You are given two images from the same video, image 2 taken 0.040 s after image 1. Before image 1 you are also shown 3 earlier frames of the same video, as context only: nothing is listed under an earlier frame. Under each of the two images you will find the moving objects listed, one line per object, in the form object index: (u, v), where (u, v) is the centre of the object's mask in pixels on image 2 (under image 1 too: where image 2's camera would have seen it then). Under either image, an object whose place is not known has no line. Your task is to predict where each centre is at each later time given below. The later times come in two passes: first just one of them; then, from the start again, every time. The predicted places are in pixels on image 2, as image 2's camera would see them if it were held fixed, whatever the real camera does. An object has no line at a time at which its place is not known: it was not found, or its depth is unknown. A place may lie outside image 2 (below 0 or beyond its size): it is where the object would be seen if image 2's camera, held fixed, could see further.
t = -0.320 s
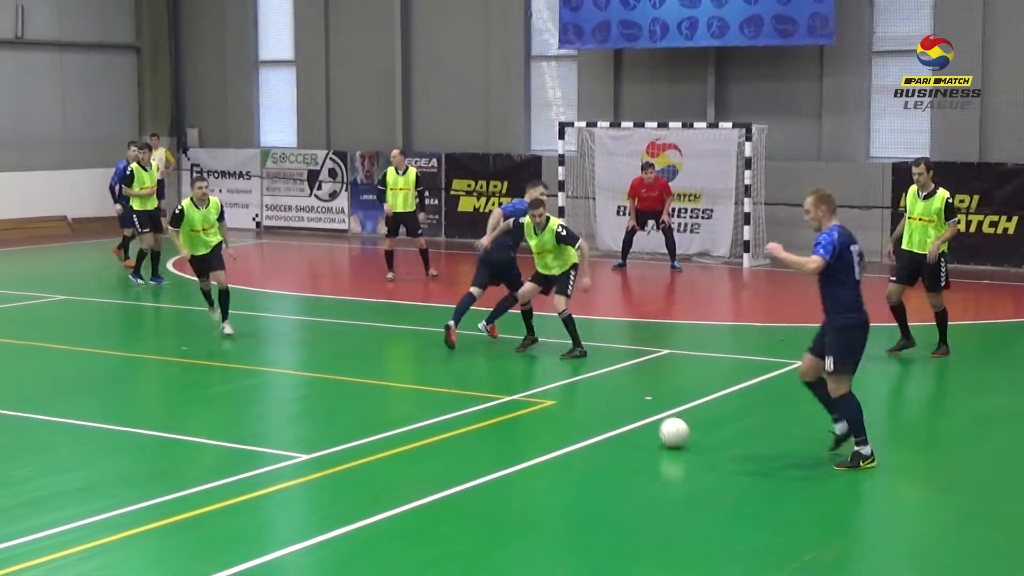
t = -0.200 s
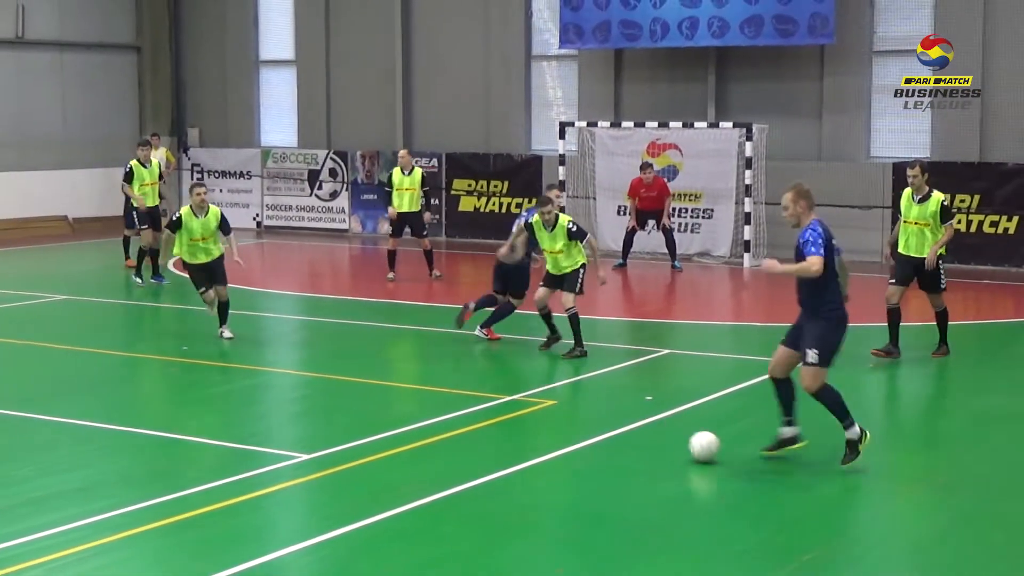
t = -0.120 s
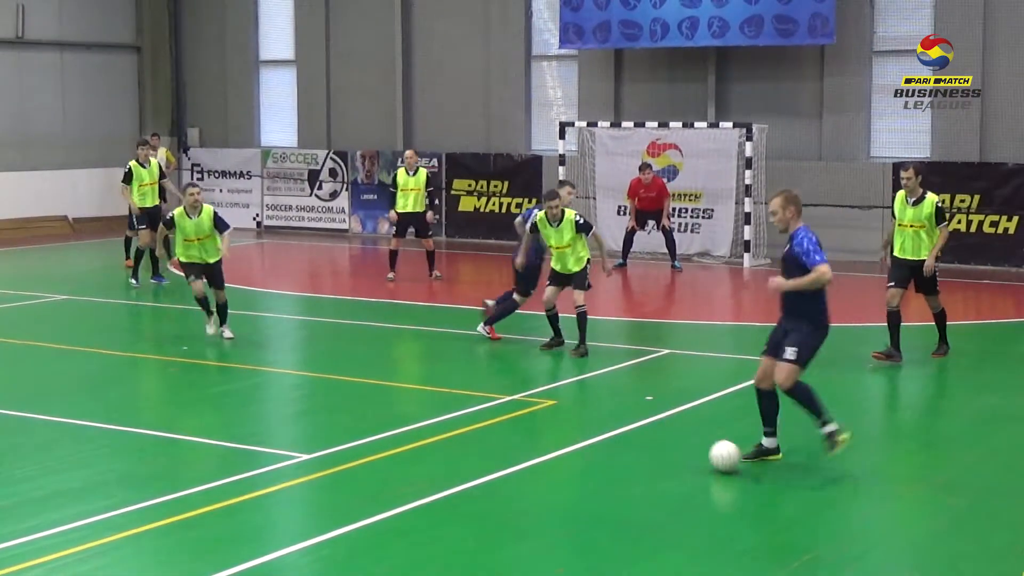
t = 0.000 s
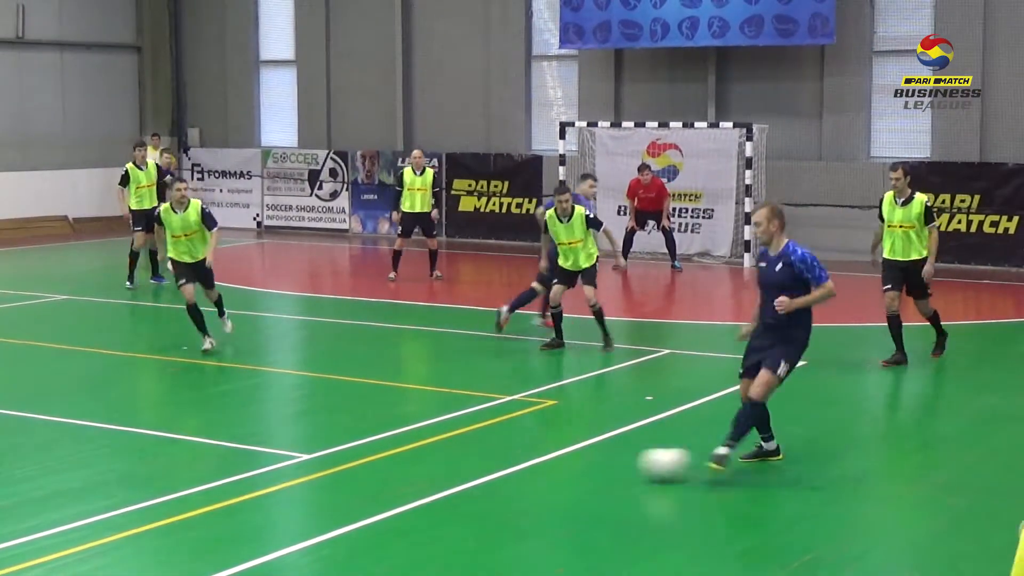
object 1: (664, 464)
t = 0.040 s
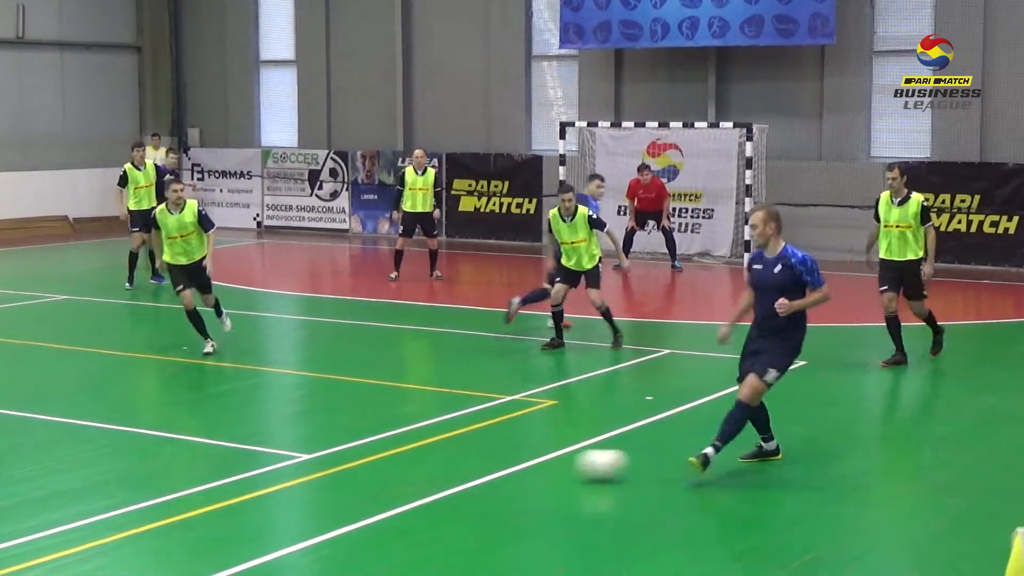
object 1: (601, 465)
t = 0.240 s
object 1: (313, 464)
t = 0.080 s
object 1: (541, 463)
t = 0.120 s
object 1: (480, 463)
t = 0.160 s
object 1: (424, 464)
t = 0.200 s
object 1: (368, 463)
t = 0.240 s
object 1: (313, 464)
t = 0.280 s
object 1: (259, 462)
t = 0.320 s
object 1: (209, 463)
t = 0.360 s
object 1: (157, 464)
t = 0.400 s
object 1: (107, 464)
